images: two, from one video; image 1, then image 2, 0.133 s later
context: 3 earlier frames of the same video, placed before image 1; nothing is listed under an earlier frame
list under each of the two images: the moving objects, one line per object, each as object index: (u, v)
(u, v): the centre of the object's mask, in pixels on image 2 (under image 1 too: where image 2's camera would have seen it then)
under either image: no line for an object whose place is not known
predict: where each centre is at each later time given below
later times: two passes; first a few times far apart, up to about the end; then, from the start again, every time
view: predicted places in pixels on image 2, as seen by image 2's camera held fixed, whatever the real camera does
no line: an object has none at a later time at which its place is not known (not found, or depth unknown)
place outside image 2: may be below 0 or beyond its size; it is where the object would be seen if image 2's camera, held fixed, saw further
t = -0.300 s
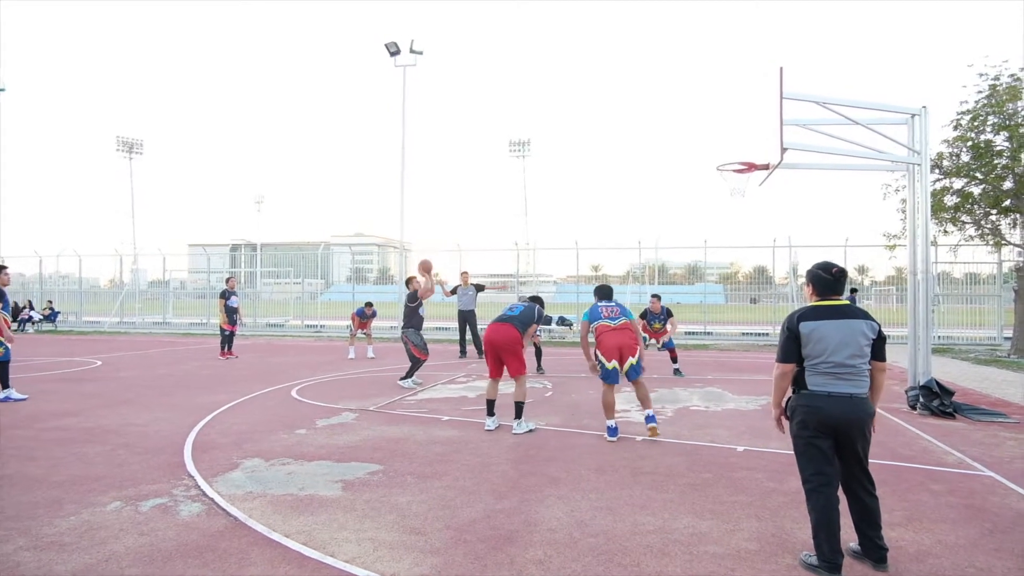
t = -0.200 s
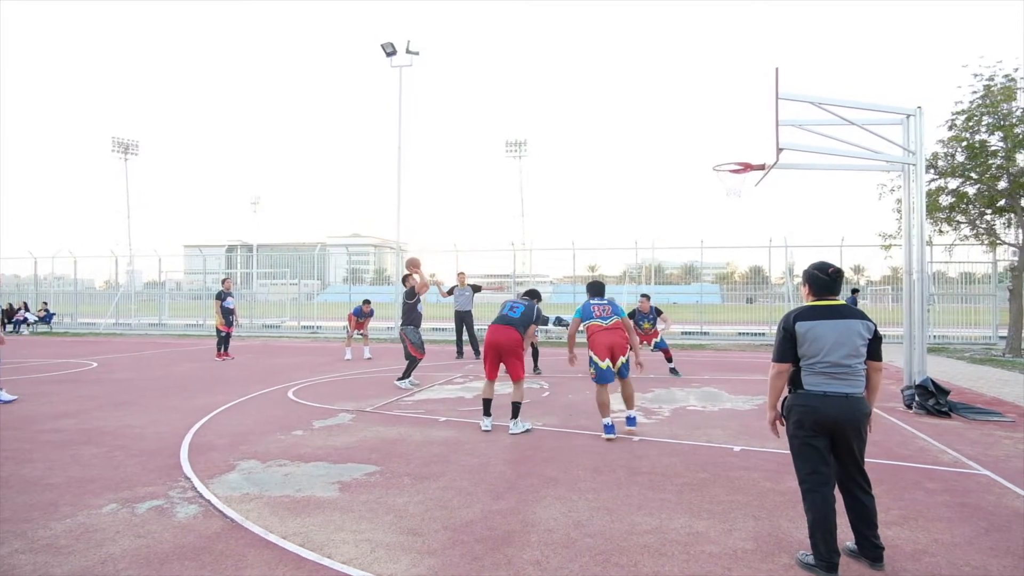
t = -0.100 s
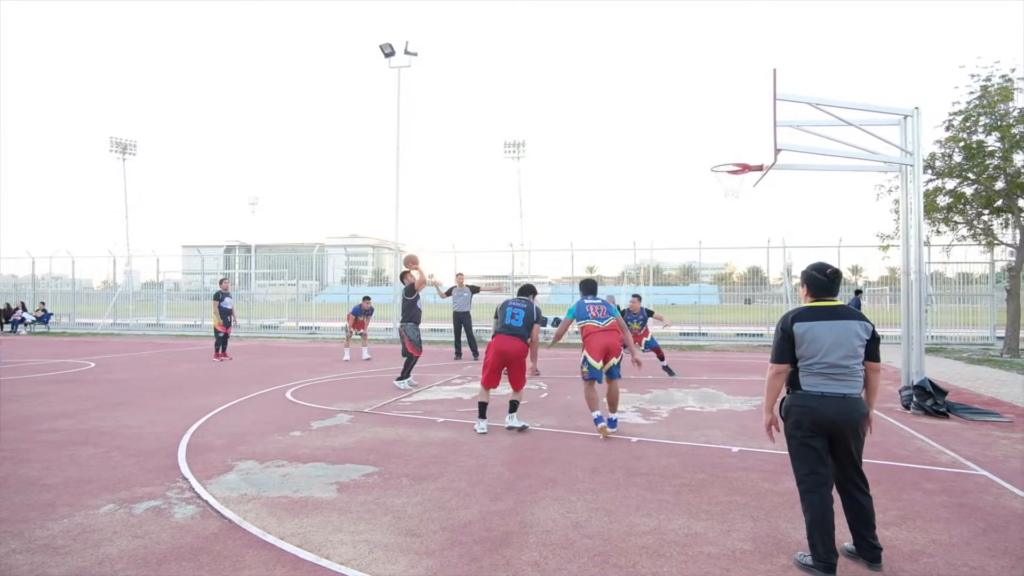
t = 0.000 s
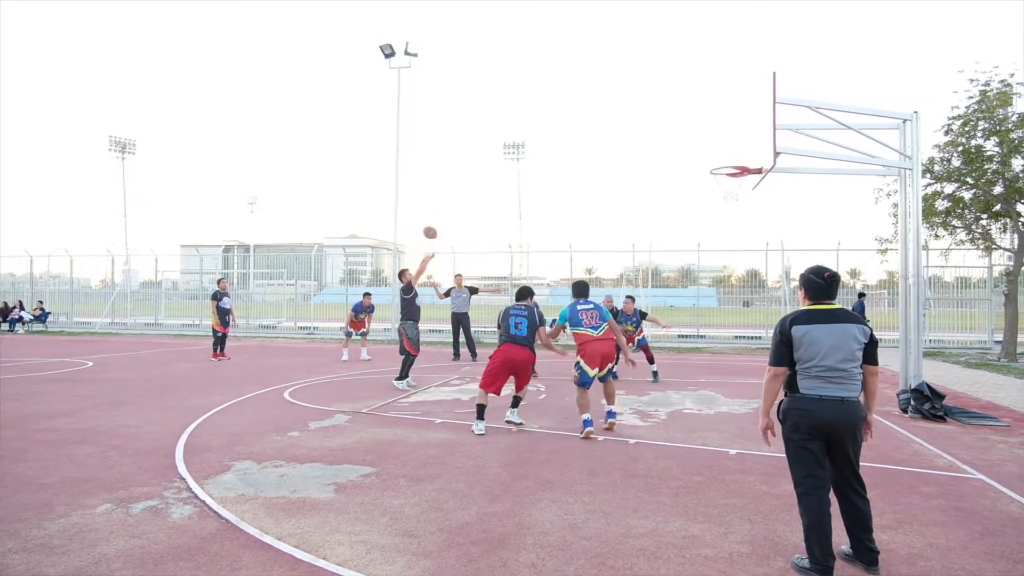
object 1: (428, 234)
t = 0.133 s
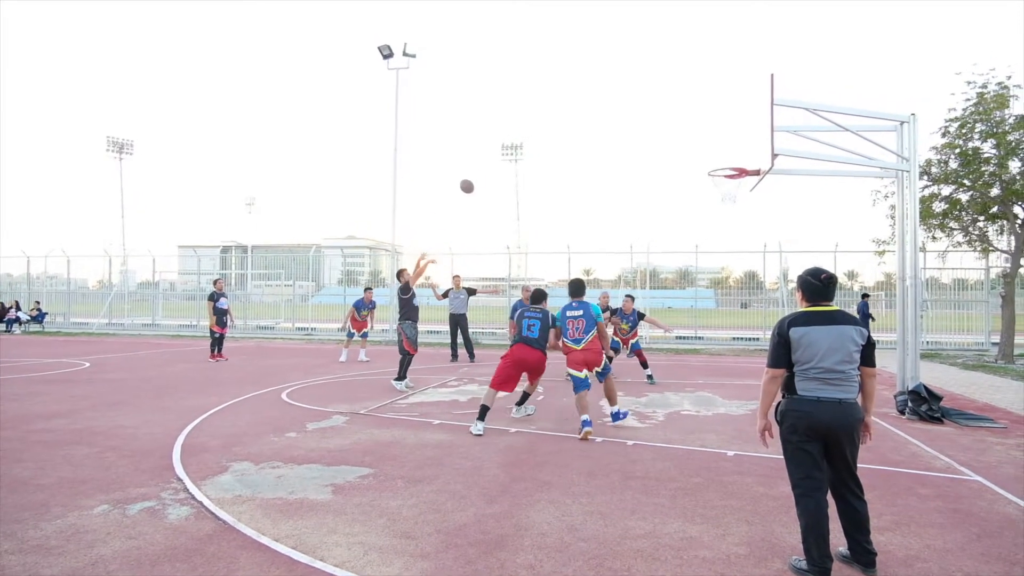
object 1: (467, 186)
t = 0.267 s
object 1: (506, 150)
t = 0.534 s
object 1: (586, 112)
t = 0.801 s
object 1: (670, 124)
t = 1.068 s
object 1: (744, 153)
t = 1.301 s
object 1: (717, 138)
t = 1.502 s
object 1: (692, 157)
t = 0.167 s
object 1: (476, 176)
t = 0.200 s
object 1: (486, 167)
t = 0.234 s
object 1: (496, 158)
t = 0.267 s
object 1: (506, 150)
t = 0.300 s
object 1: (516, 143)
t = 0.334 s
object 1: (526, 136)
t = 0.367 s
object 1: (536, 130)
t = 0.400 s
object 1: (546, 125)
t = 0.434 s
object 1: (556, 120)
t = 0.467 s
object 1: (566, 117)
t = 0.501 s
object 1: (576, 114)
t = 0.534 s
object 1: (586, 112)
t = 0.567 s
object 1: (597, 110)
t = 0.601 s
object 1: (607, 110)
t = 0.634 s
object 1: (618, 110)
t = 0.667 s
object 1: (628, 111)
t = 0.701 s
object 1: (639, 113)
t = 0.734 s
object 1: (649, 116)
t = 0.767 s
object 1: (660, 120)
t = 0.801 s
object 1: (670, 124)
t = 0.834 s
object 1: (681, 129)
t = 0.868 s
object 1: (692, 135)
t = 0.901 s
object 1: (703, 142)
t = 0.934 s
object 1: (714, 150)
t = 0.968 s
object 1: (724, 159)
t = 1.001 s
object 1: (733, 163)
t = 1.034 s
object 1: (739, 159)
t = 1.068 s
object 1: (744, 153)
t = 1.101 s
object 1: (744, 148)
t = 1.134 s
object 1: (739, 145)
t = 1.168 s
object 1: (735, 142)
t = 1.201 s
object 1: (730, 140)
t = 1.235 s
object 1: (726, 138)
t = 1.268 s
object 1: (721, 138)
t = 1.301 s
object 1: (717, 138)
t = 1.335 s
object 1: (713, 139)
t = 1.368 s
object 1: (709, 141)
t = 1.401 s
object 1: (705, 144)
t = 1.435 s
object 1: (701, 148)
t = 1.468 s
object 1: (696, 152)
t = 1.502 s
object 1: (692, 157)
